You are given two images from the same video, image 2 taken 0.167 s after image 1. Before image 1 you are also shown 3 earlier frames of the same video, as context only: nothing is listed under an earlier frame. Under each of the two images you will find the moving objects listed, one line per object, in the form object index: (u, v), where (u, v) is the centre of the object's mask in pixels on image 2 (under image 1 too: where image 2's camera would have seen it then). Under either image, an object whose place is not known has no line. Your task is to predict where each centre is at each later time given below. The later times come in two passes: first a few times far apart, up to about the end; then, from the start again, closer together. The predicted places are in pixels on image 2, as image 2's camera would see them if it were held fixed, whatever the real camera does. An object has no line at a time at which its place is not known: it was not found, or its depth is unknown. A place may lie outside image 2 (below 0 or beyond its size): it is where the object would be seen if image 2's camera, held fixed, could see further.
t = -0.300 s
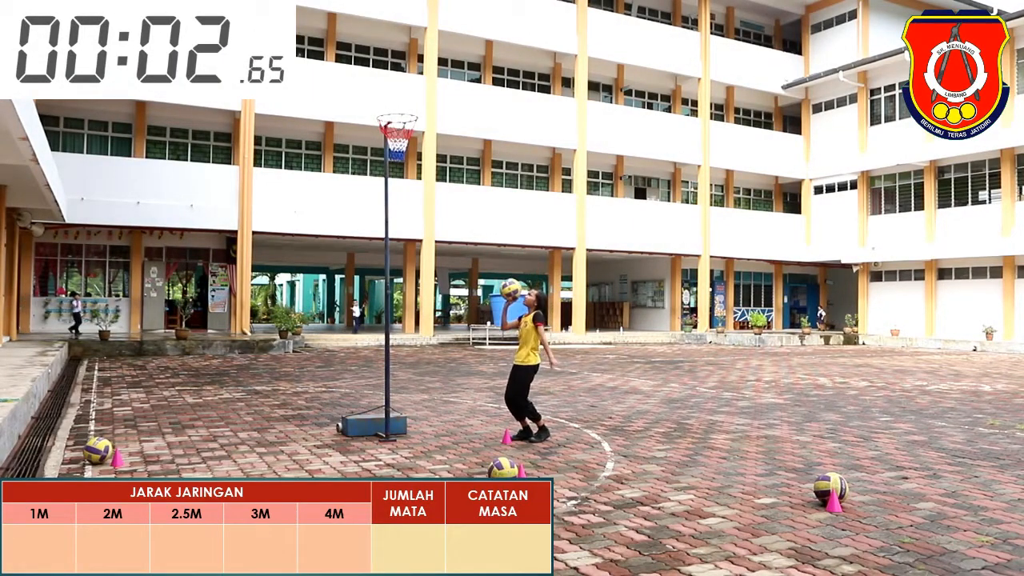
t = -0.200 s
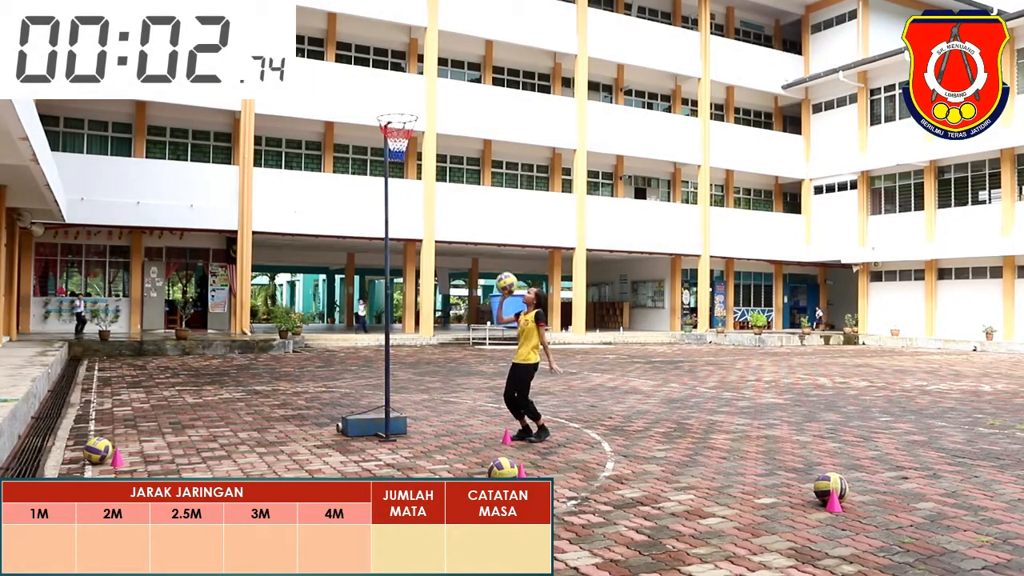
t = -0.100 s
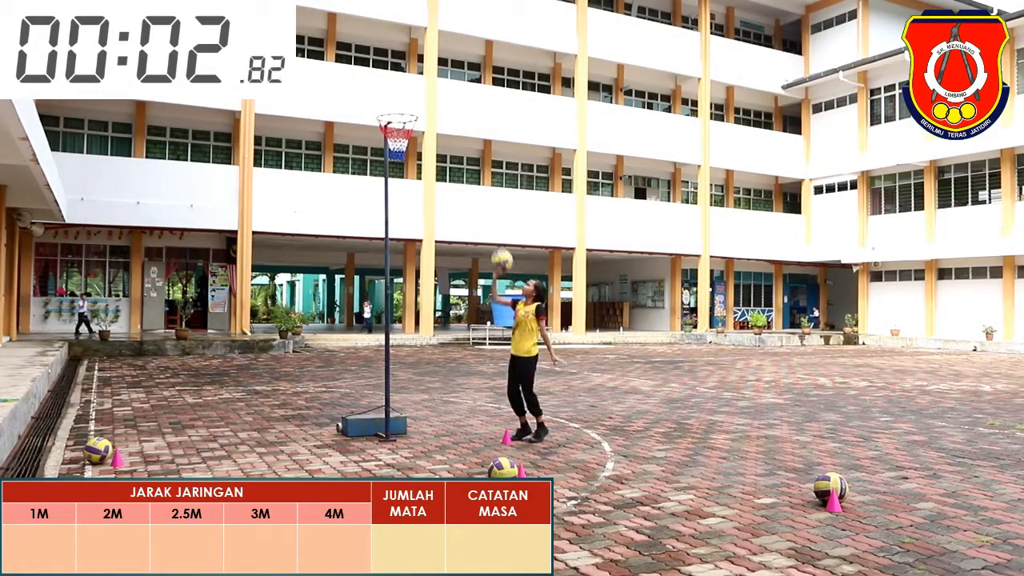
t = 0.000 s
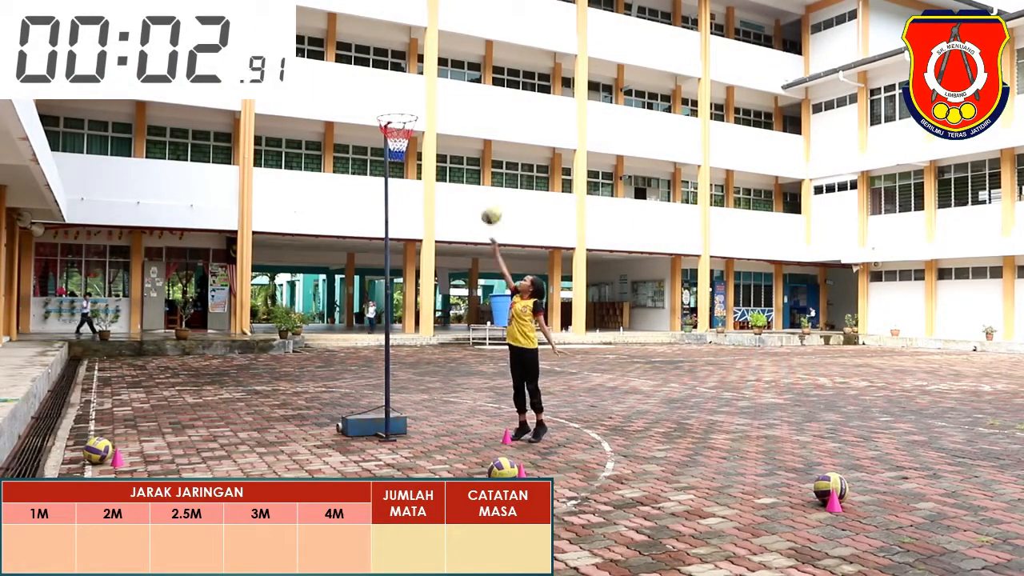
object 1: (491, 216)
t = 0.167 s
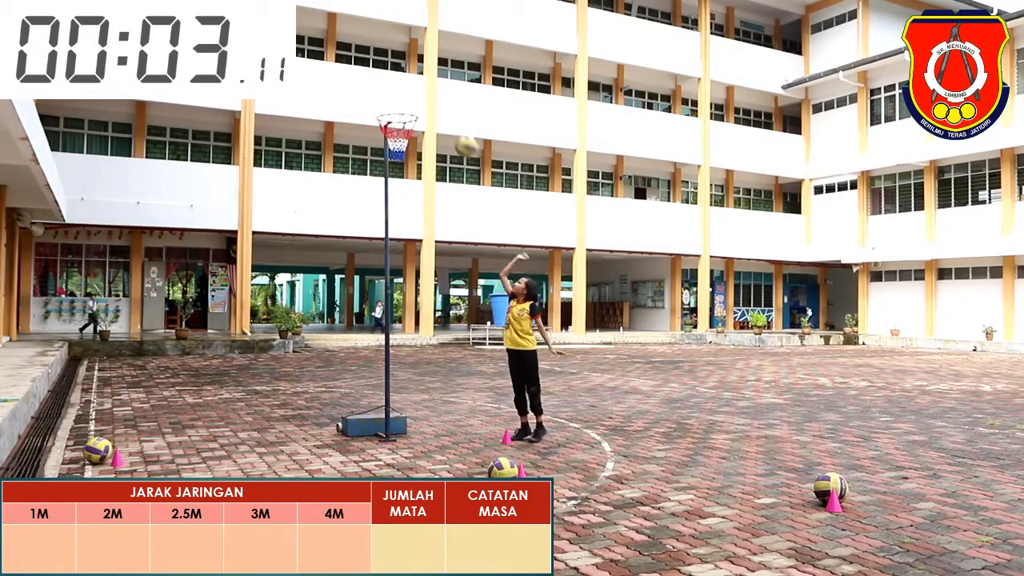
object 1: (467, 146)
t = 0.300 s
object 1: (445, 110)
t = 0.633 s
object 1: (389, 95)
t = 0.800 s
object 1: (369, 96)
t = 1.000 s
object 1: (350, 102)
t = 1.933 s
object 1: (255, 332)
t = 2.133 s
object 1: (235, 298)
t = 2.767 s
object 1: (169, 423)
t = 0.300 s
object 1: (445, 110)
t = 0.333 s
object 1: (439, 104)
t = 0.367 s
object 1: (434, 99)
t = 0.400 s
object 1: (429, 94)
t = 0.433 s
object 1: (423, 91)
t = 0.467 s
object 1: (418, 89)
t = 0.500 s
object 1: (412, 88)
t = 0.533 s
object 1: (406, 88)
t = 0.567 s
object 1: (401, 89)
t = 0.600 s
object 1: (395, 92)
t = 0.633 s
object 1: (389, 95)
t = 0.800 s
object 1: (369, 96)
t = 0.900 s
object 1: (359, 95)
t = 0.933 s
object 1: (356, 96)
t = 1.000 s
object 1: (350, 102)
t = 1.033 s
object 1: (346, 107)
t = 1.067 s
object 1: (343, 114)
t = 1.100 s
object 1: (339, 121)
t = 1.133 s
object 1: (337, 130)
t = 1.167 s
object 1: (334, 138)
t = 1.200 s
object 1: (330, 149)
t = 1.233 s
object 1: (326, 162)
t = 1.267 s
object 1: (322, 175)
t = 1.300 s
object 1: (318, 192)
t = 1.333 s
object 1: (315, 209)
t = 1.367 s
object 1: (311, 226)
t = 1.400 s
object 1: (308, 244)
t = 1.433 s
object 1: (305, 262)
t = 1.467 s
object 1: (303, 284)
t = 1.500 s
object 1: (299, 308)
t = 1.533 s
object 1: (296, 331)
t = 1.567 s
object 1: (291, 356)
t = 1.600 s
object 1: (288, 382)
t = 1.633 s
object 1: (285, 410)
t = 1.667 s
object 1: (281, 440)
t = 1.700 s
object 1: (278, 428)
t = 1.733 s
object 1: (275, 410)
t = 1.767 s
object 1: (271, 395)
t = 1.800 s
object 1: (268, 380)
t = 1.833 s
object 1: (265, 366)
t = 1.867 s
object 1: (262, 354)
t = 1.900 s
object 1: (258, 343)
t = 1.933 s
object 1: (255, 332)
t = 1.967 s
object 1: (252, 323)
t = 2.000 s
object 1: (249, 316)
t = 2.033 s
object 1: (246, 309)
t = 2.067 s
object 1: (242, 304)
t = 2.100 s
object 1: (238, 301)
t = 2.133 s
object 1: (235, 298)
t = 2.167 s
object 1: (231, 296)
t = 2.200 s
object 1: (228, 296)
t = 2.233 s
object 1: (224, 297)
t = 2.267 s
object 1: (221, 299)
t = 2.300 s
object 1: (218, 302)
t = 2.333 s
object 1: (214, 307)
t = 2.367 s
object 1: (210, 314)
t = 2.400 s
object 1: (207, 320)
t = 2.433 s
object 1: (204, 328)
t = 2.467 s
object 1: (200, 339)
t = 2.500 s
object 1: (196, 349)
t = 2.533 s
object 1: (193, 362)
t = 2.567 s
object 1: (190, 375)
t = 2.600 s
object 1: (186, 390)
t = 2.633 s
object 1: (182, 405)
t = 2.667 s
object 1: (179, 422)
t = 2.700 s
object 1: (176, 443)
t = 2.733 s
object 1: (172, 435)
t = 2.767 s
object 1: (169, 423)
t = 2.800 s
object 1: (166, 412)
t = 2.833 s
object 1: (164, 404)
